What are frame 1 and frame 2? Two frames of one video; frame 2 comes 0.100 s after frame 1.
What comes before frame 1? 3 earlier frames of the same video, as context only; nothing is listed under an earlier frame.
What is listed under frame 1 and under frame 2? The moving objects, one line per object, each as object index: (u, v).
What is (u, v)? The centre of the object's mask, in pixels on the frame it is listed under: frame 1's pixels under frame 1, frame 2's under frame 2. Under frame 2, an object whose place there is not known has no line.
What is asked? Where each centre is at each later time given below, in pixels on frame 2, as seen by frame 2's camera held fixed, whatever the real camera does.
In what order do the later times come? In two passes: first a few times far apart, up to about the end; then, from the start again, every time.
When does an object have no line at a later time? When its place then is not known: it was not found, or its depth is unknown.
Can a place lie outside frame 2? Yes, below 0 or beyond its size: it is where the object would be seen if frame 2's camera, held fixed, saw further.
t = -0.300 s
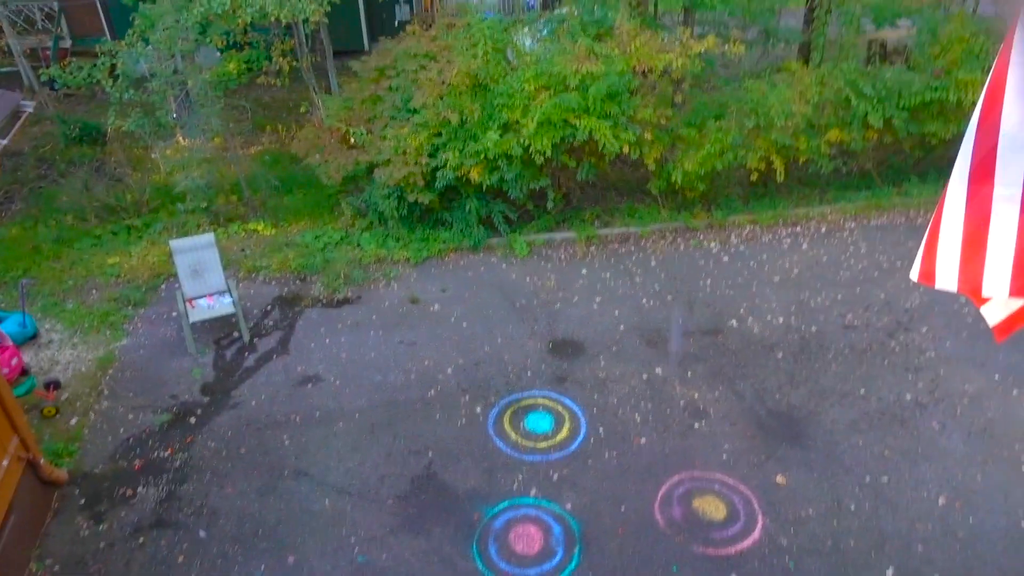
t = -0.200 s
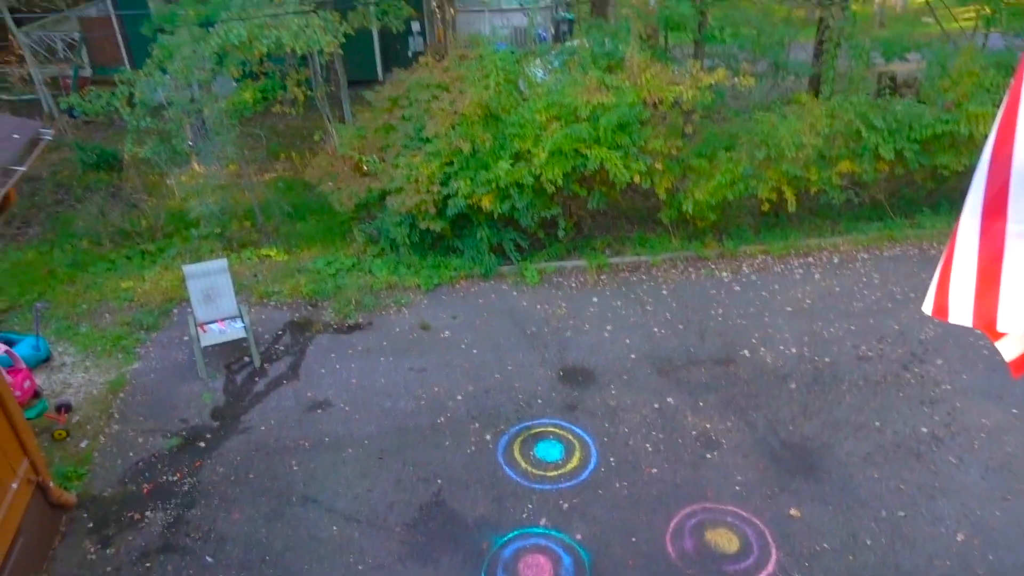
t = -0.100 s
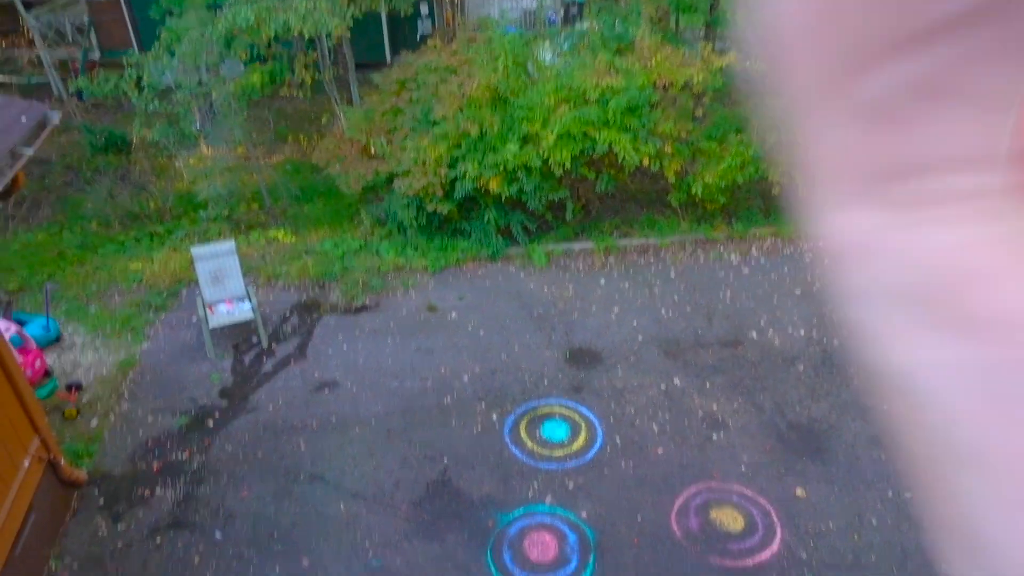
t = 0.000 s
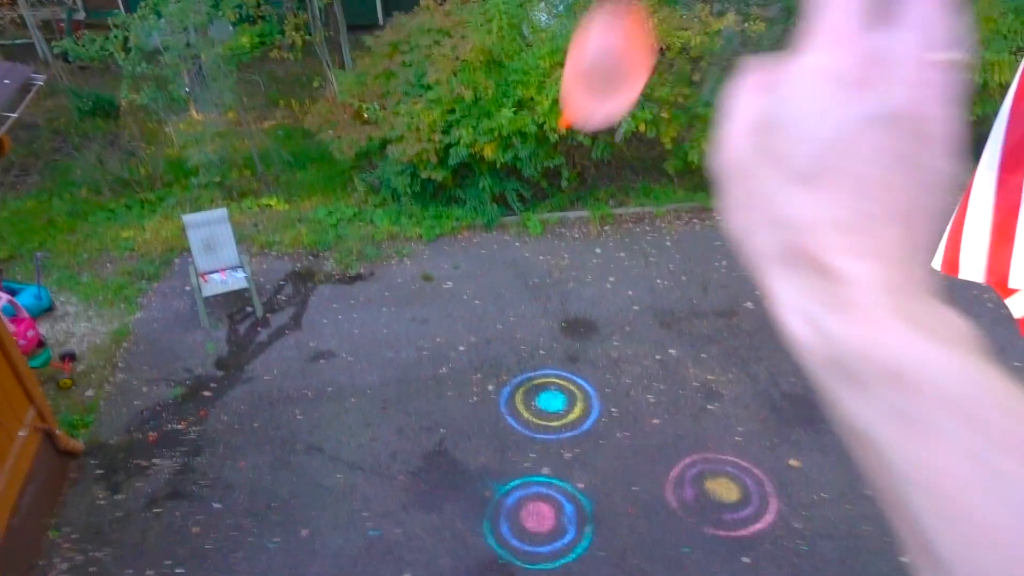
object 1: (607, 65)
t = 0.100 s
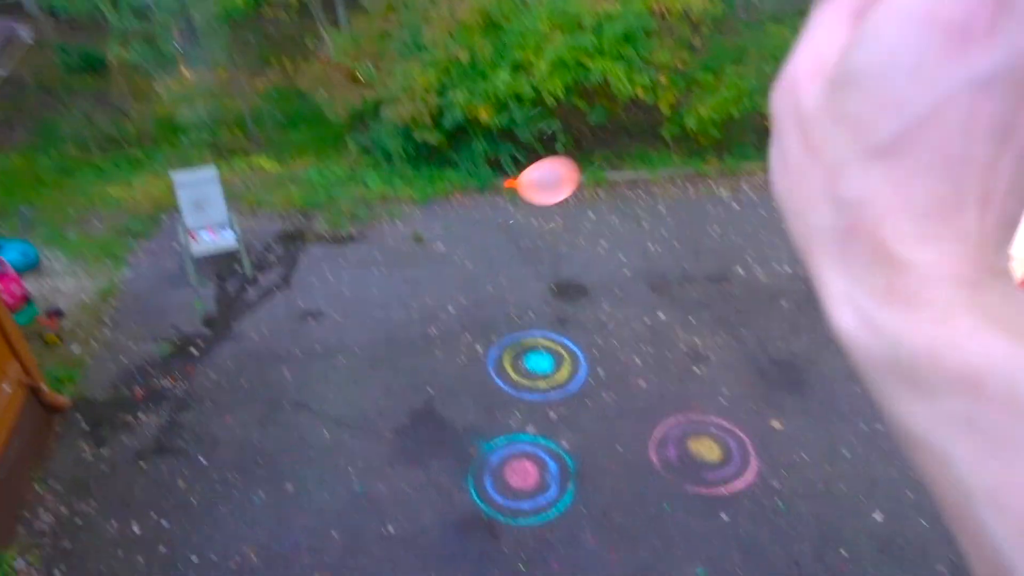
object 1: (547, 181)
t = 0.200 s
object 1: (527, 268)
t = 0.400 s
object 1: (513, 389)
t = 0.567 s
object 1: (508, 464)
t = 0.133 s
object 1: (537, 212)
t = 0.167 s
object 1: (531, 241)
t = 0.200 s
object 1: (527, 268)
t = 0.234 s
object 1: (524, 292)
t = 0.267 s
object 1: (521, 314)
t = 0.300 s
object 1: (518, 334)
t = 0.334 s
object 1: (516, 354)
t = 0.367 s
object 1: (515, 372)
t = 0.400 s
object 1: (513, 389)
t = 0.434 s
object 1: (512, 405)
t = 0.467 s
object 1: (512, 420)
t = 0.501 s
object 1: (510, 435)
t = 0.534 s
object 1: (509, 450)
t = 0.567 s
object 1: (508, 464)
